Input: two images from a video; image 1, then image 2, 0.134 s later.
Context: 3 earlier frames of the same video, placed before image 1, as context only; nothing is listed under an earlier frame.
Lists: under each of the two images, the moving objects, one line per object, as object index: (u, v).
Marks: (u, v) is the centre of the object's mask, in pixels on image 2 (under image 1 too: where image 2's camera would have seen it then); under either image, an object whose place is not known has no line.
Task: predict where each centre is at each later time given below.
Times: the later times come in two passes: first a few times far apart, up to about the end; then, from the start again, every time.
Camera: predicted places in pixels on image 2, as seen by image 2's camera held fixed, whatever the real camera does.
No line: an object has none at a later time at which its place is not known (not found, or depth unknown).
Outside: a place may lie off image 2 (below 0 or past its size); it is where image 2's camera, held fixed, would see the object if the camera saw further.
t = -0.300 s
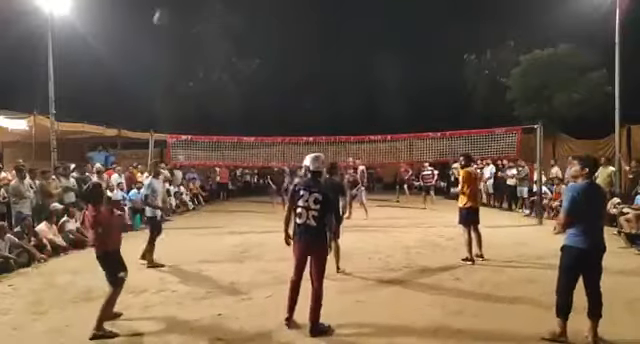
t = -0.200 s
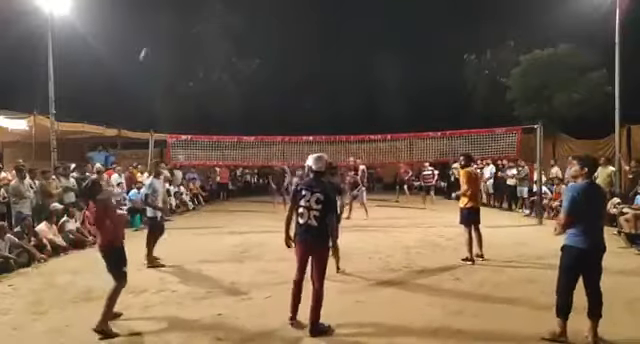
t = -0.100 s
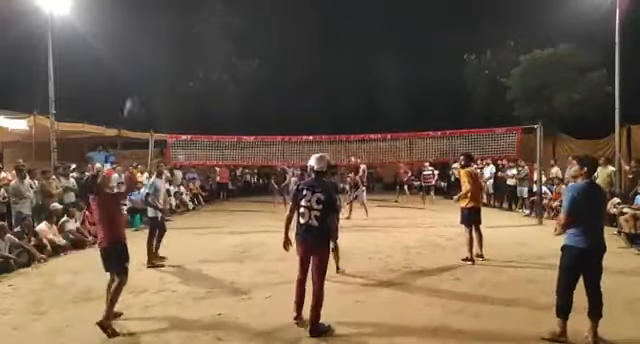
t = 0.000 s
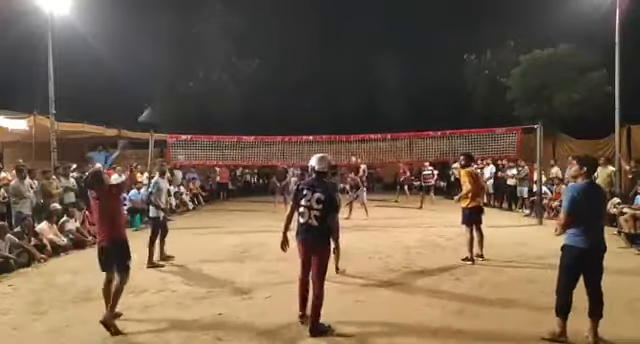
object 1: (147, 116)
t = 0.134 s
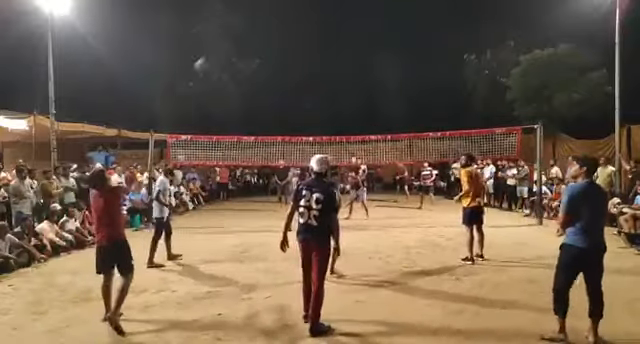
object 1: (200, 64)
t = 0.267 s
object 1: (240, 38)
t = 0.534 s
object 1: (291, 28)
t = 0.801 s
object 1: (324, 50)
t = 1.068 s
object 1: (346, 87)
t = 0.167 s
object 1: (211, 55)
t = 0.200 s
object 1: (221, 49)
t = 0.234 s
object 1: (231, 43)
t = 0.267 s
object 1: (240, 38)
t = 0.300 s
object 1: (248, 34)
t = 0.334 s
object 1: (255, 31)
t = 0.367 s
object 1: (263, 29)
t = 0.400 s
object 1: (269, 28)
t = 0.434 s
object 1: (275, 27)
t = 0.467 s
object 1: (281, 27)
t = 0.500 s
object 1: (286, 27)
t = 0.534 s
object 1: (291, 28)
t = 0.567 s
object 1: (296, 30)
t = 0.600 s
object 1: (301, 31)
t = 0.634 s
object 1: (305, 33)
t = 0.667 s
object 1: (310, 36)
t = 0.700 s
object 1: (313, 39)
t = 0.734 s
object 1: (317, 43)
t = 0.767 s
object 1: (321, 46)
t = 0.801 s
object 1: (324, 50)
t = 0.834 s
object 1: (327, 54)
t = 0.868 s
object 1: (330, 58)
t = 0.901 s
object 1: (333, 63)
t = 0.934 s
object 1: (336, 68)
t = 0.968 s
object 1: (339, 72)
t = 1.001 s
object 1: (341, 77)
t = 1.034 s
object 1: (344, 82)
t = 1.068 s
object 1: (346, 87)
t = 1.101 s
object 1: (348, 93)
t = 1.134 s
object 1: (350, 99)
